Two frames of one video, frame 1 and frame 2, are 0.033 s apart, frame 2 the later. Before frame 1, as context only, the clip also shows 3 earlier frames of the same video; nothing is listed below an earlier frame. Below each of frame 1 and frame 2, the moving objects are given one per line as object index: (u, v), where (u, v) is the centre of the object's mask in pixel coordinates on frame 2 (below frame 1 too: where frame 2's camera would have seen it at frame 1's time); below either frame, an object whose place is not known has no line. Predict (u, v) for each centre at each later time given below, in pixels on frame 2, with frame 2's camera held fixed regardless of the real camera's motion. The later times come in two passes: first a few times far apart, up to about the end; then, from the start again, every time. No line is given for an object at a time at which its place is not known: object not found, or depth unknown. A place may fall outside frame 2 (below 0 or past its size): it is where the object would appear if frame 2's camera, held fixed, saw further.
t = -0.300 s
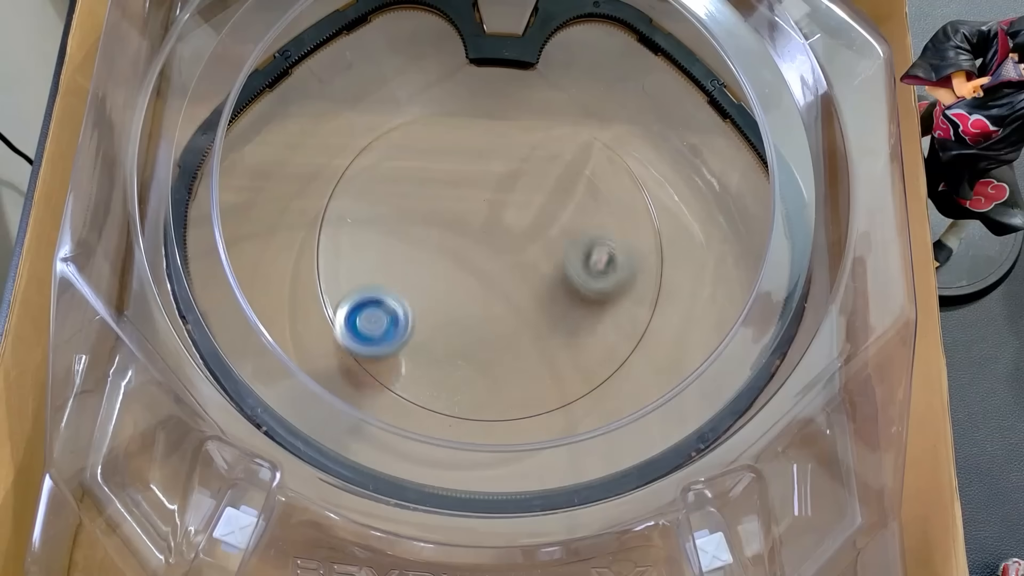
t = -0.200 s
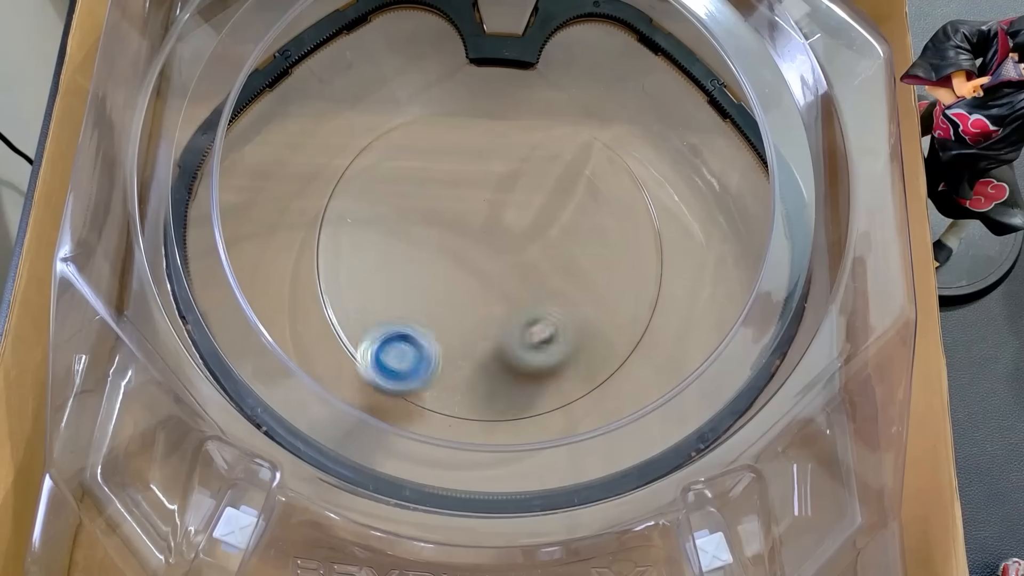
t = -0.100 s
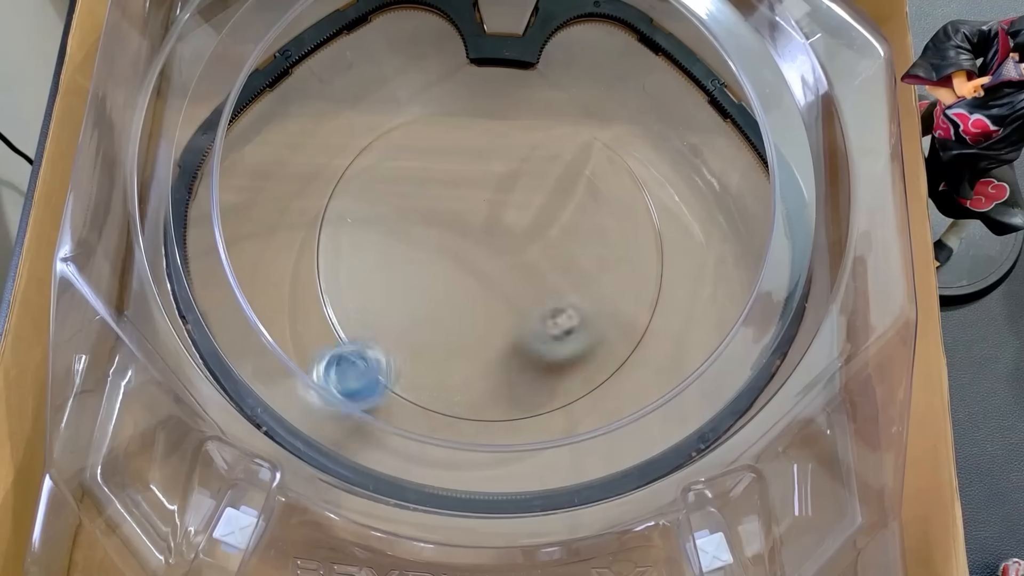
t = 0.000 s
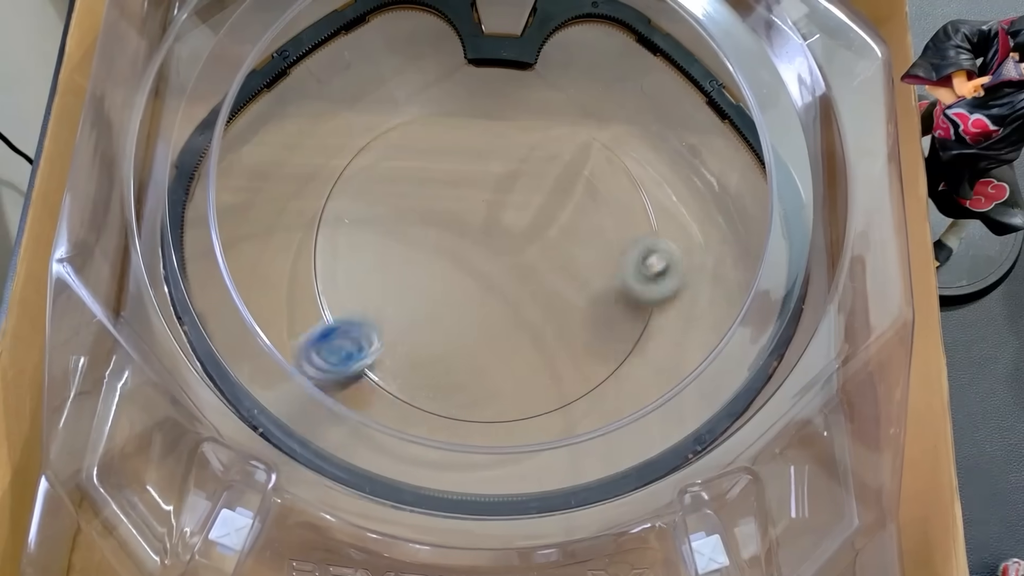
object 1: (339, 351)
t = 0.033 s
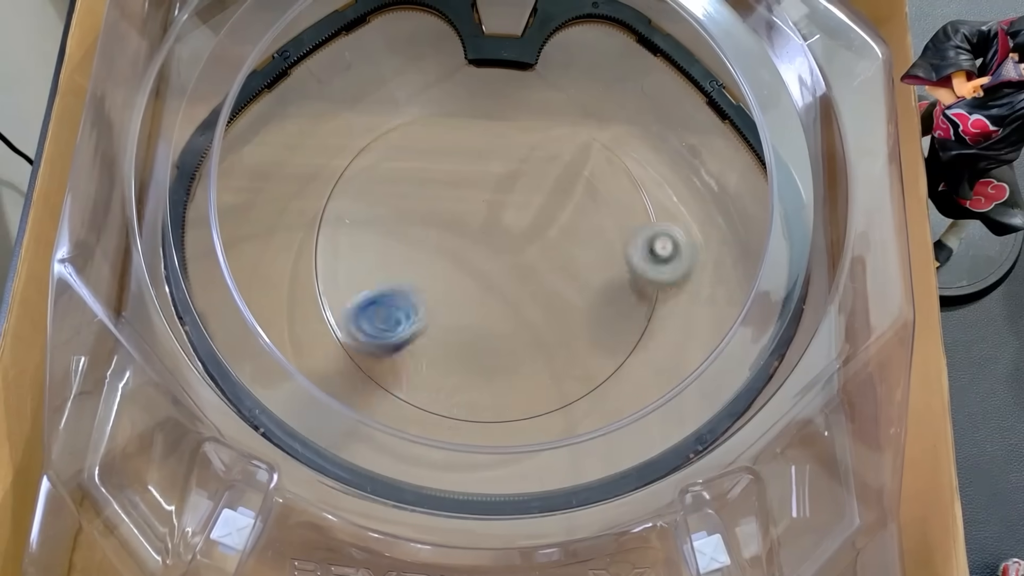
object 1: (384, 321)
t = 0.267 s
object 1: (614, 103)
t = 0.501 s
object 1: (553, 59)
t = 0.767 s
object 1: (461, 150)
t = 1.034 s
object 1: (539, 180)
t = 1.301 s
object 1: (652, 226)
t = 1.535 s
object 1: (617, 288)
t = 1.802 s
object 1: (486, 364)
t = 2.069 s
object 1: (222, 369)
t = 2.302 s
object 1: (178, 325)
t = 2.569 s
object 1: (172, 228)
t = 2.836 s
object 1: (254, 145)
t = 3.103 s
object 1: (424, 27)
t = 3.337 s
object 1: (399, 119)
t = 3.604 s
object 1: (543, 306)
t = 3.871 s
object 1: (633, 425)
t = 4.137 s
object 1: (528, 323)
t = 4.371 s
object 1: (361, 249)
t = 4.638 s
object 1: (246, 112)
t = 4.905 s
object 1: (376, 180)
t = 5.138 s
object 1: (549, 208)
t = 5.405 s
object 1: (696, 304)
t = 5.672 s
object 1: (639, 387)
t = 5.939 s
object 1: (451, 398)
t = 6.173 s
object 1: (318, 281)
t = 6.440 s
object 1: (324, 97)
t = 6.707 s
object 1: (437, 33)
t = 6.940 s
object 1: (443, 132)
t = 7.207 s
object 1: (471, 122)
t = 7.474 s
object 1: (412, 145)
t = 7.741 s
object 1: (367, 99)
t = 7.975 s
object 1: (395, 113)
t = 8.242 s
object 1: (484, 212)
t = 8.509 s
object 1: (460, 162)
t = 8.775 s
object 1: (455, 217)
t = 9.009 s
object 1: (492, 272)
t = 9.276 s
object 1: (545, 264)
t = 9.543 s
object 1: (552, 293)
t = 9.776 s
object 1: (493, 270)
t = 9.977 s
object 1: (437, 254)
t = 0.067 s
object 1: (428, 292)
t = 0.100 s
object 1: (473, 257)
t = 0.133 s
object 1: (511, 225)
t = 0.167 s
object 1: (547, 191)
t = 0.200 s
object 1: (576, 160)
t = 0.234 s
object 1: (598, 132)
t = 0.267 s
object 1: (614, 103)
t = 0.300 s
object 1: (621, 83)
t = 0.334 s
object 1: (624, 63)
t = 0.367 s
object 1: (622, 40)
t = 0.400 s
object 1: (617, 24)
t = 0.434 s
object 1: (602, 18)
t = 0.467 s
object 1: (578, 32)
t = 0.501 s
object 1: (553, 59)
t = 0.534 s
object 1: (528, 96)
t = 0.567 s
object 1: (502, 127)
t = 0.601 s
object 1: (476, 166)
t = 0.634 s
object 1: (458, 191)
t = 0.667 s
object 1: (458, 170)
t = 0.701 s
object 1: (459, 153)
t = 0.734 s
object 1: (460, 148)
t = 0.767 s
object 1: (461, 150)
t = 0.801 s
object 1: (467, 149)
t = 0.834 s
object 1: (474, 149)
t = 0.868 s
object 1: (482, 156)
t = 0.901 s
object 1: (491, 156)
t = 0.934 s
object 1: (502, 161)
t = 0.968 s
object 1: (512, 166)
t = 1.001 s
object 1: (526, 173)
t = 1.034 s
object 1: (539, 180)
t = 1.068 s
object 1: (552, 186)
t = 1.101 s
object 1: (567, 193)
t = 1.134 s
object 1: (583, 199)
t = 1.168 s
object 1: (598, 204)
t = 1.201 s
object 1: (616, 209)
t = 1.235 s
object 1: (631, 214)
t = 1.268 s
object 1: (647, 220)
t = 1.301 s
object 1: (652, 226)
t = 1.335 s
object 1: (654, 234)
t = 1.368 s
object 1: (654, 242)
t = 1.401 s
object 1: (652, 252)
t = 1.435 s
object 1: (645, 262)
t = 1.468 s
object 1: (636, 270)
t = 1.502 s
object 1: (627, 278)
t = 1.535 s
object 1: (617, 288)
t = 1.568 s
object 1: (605, 298)
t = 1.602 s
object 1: (594, 308)
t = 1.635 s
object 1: (582, 317)
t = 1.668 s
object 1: (567, 327)
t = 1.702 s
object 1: (547, 338)
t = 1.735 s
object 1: (526, 348)
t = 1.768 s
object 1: (505, 357)
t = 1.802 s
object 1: (486, 364)
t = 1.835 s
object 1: (441, 371)
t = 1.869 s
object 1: (400, 377)
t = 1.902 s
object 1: (362, 377)
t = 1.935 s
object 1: (321, 382)
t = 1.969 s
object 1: (289, 387)
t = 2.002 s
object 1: (262, 378)
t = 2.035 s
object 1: (240, 372)
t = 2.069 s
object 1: (222, 369)
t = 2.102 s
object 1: (207, 370)
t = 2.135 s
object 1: (194, 369)
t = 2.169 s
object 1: (185, 365)
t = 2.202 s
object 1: (183, 358)
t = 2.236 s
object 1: (180, 347)
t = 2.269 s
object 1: (180, 336)
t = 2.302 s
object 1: (178, 325)
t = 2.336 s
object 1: (174, 314)
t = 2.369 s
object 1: (168, 302)
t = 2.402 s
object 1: (162, 290)
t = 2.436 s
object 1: (156, 277)
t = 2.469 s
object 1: (149, 264)
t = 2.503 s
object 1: (152, 252)
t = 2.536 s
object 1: (162, 241)
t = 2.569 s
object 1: (172, 228)
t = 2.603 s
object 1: (178, 214)
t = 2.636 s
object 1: (187, 199)
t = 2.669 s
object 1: (195, 181)
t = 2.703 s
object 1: (203, 164)
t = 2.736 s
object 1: (212, 149)
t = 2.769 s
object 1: (225, 146)
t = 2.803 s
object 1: (238, 149)
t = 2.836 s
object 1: (254, 145)
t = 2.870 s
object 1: (267, 136)
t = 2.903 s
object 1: (282, 129)
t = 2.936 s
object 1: (299, 114)
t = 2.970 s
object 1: (319, 97)
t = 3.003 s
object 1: (341, 78)
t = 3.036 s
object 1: (368, 57)
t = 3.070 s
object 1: (399, 39)
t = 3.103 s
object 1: (424, 27)
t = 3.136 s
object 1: (434, 23)
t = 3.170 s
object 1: (423, 35)
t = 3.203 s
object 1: (413, 48)
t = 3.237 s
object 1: (405, 65)
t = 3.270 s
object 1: (397, 85)
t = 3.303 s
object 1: (395, 101)
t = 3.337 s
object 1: (399, 119)
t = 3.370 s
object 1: (407, 140)
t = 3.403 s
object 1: (419, 162)
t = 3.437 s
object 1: (437, 185)
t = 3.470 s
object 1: (457, 209)
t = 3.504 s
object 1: (478, 234)
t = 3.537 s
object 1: (500, 259)
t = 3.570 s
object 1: (522, 283)
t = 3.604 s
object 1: (543, 306)
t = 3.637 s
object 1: (562, 326)
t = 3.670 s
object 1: (582, 349)
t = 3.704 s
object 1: (599, 366)
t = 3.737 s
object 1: (611, 381)
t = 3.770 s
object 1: (620, 395)
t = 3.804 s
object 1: (630, 413)
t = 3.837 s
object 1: (637, 431)
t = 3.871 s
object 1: (633, 425)
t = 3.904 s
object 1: (626, 411)
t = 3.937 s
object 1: (614, 394)
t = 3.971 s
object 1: (604, 383)
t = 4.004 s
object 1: (593, 369)
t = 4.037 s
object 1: (580, 359)
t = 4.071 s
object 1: (565, 347)
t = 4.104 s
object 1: (549, 336)
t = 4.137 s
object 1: (528, 323)
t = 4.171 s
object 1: (507, 313)
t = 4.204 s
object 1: (483, 301)
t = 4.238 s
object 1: (458, 291)
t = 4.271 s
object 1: (435, 281)
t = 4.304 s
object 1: (410, 271)
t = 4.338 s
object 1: (385, 260)
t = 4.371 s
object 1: (361, 249)
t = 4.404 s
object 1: (336, 235)
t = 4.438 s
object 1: (318, 222)
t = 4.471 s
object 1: (304, 208)
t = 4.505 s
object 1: (288, 188)
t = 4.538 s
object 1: (273, 168)
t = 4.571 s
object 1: (261, 144)
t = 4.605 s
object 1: (249, 117)
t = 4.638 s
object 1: (246, 112)
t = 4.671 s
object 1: (262, 129)
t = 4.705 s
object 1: (280, 141)
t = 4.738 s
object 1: (297, 156)
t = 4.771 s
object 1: (313, 162)
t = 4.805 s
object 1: (329, 171)
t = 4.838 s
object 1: (342, 172)
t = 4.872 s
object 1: (356, 174)
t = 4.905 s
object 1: (376, 180)
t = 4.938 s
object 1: (398, 185)
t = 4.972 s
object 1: (422, 187)
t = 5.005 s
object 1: (446, 189)
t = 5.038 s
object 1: (473, 192)
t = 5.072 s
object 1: (498, 195)
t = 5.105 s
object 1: (524, 202)
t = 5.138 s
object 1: (549, 208)
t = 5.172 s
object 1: (575, 217)
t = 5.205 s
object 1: (598, 225)
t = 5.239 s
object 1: (621, 236)
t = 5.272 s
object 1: (642, 246)
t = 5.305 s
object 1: (657, 257)
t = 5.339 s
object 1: (670, 270)
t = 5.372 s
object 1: (684, 285)
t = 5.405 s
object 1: (696, 304)
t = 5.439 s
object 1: (703, 320)
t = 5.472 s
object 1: (715, 343)
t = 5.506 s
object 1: (720, 364)
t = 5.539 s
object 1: (707, 377)
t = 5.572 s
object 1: (690, 379)
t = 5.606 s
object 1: (674, 381)
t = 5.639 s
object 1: (655, 383)
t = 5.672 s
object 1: (639, 387)
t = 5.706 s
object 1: (623, 392)
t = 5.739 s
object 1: (606, 397)
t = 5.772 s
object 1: (583, 402)
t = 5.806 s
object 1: (559, 408)
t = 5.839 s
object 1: (535, 410)
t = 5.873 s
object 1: (506, 410)
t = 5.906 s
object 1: (477, 405)
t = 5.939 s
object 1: (451, 398)
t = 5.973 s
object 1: (428, 388)
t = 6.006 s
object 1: (403, 375)
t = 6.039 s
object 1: (383, 361)
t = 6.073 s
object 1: (362, 343)
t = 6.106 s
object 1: (344, 325)
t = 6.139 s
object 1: (330, 304)
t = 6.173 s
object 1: (318, 281)
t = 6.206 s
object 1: (309, 259)
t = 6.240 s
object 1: (302, 236)
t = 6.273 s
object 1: (299, 210)
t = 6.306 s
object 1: (299, 188)
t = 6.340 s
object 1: (300, 165)
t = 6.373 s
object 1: (306, 140)
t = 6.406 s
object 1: (313, 118)
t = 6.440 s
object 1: (324, 97)
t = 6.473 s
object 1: (337, 77)
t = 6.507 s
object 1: (349, 60)
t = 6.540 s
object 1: (366, 43)
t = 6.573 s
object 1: (383, 32)
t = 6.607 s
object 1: (403, 26)
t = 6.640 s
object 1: (420, 21)
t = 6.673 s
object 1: (430, 26)
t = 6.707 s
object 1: (437, 33)
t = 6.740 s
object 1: (444, 45)
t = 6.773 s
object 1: (452, 55)
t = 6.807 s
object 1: (449, 68)
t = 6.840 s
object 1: (441, 82)
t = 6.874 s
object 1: (439, 97)
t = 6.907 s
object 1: (440, 114)
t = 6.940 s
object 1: (443, 132)
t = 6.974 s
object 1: (446, 152)
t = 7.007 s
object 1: (448, 175)
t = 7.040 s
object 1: (450, 178)
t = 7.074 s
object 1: (454, 156)
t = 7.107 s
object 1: (459, 142)
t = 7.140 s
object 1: (463, 131)
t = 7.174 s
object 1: (467, 127)
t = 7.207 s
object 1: (471, 122)
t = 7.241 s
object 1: (474, 124)
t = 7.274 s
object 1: (473, 130)
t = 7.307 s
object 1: (469, 137)
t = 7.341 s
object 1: (463, 145)
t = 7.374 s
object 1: (452, 154)
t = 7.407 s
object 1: (441, 163)
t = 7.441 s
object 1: (428, 165)
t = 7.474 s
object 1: (412, 145)
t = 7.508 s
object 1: (397, 134)
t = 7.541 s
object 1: (386, 125)
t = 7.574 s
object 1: (379, 118)
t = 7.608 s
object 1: (373, 113)
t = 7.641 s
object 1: (370, 110)
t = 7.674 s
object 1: (369, 106)
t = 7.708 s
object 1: (367, 103)
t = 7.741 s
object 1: (367, 99)
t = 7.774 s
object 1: (368, 97)
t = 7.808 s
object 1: (369, 97)
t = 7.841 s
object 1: (371, 97)
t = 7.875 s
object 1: (376, 98)
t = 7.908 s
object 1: (381, 102)
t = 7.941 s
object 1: (389, 106)
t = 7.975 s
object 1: (395, 113)
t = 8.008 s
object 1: (403, 124)
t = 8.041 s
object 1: (410, 135)
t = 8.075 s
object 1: (418, 151)
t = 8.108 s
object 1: (430, 166)
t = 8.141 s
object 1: (443, 181)
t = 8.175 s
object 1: (458, 194)
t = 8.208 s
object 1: (473, 207)
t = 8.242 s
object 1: (484, 212)
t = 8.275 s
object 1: (487, 212)
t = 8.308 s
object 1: (484, 197)
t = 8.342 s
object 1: (477, 183)
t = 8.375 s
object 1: (474, 173)
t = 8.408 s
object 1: (471, 166)
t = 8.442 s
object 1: (467, 162)
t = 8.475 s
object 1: (463, 160)
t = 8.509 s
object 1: (460, 162)
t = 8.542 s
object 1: (459, 165)
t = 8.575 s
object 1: (457, 170)
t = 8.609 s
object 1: (459, 176)
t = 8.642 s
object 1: (462, 184)
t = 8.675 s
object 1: (463, 192)
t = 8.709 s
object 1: (459, 199)
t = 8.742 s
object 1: (456, 206)
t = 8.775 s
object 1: (455, 217)
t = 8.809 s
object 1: (456, 226)
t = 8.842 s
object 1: (458, 237)
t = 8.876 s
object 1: (464, 246)
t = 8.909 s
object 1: (470, 254)
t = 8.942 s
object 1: (477, 262)
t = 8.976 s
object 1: (484, 267)
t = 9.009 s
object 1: (492, 272)
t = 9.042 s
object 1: (501, 276)
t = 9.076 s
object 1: (508, 277)
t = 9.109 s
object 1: (517, 278)
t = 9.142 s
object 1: (526, 275)
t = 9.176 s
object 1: (532, 272)
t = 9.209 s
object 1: (537, 267)
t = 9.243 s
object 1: (540, 262)
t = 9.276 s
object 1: (545, 264)
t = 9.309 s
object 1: (550, 275)
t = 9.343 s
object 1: (554, 283)
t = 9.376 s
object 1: (557, 287)
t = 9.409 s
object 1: (559, 289)
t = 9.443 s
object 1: (558, 291)
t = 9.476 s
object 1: (557, 292)
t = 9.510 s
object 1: (554, 293)
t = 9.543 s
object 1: (552, 293)
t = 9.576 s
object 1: (548, 291)
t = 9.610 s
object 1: (542, 288)
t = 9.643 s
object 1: (532, 283)
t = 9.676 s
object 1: (523, 279)
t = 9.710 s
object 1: (514, 277)
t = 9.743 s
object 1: (503, 273)
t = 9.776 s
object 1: (493, 270)
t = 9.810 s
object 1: (483, 267)
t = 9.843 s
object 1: (473, 264)
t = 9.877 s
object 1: (462, 261)
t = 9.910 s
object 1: (453, 258)
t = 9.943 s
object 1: (445, 257)
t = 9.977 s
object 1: (437, 254)
